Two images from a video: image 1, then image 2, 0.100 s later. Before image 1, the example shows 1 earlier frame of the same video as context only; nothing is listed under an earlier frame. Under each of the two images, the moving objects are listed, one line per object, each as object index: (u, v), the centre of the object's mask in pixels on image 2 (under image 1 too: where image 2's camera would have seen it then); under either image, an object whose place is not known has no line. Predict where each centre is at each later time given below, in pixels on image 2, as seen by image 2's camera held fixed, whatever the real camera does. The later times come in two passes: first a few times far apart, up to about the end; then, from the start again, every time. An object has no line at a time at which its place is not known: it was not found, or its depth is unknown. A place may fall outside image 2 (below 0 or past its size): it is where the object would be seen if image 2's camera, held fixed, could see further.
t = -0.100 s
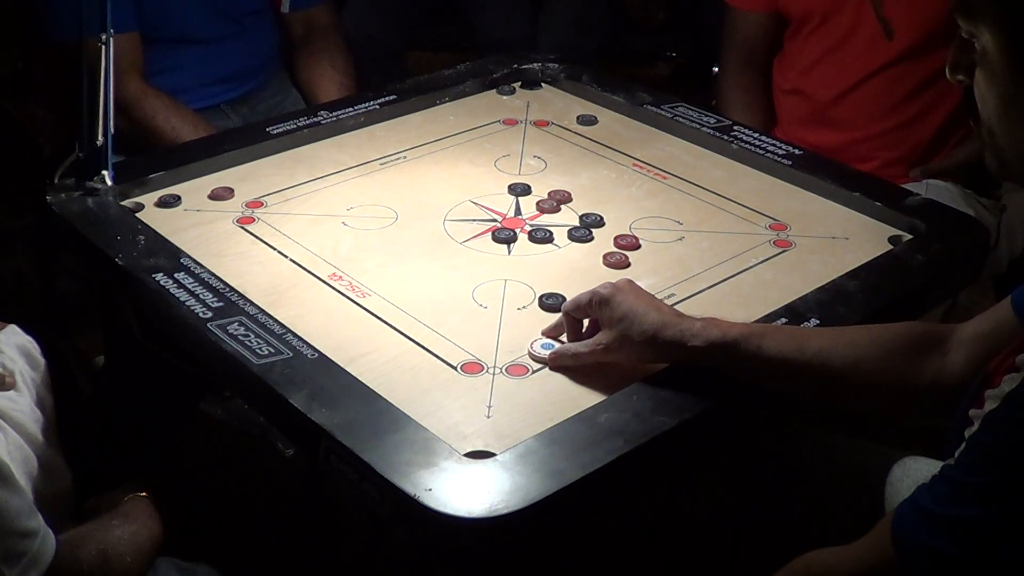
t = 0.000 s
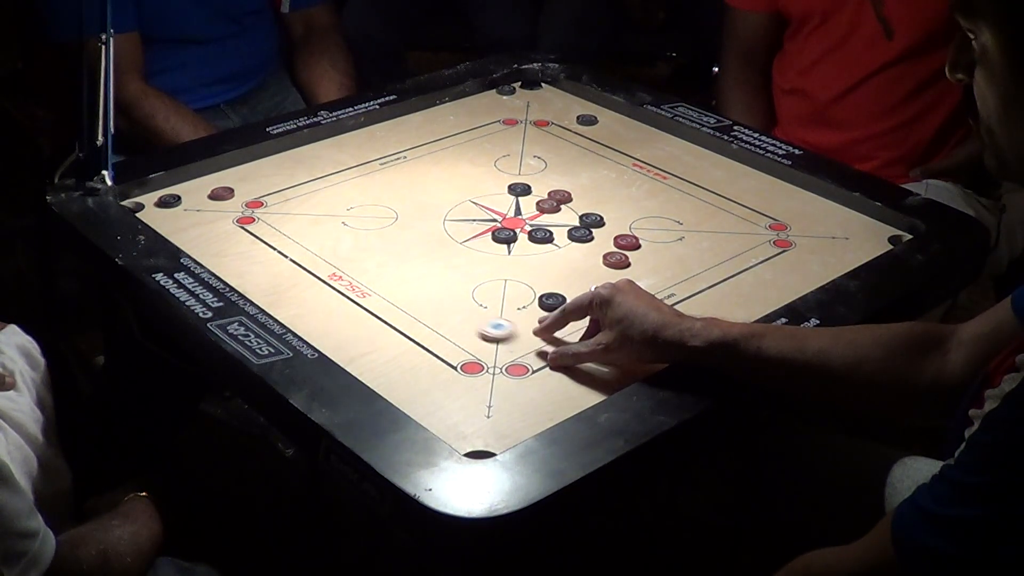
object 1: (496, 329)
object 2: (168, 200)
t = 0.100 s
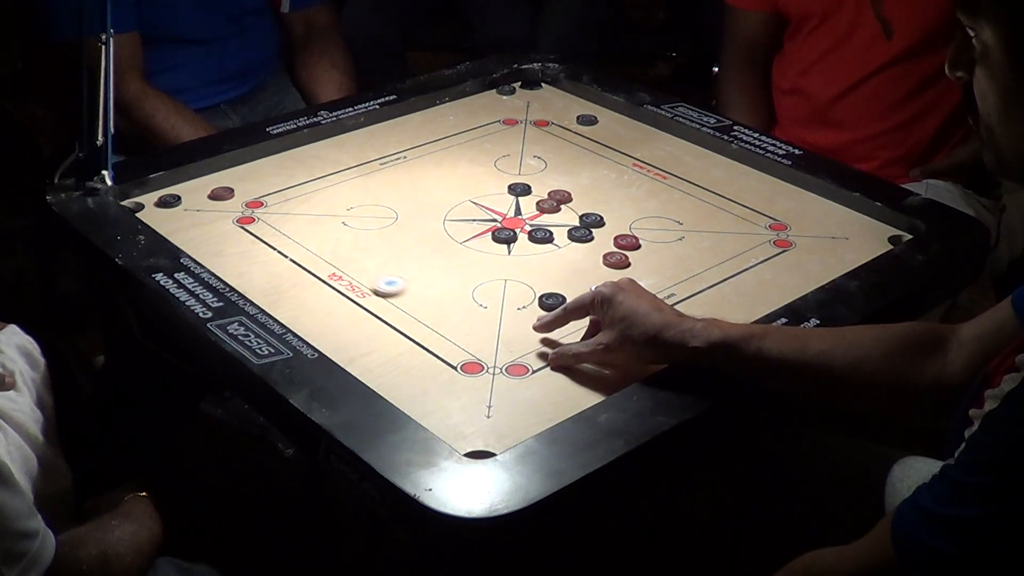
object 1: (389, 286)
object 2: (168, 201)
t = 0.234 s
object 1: (274, 239)
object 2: (169, 200)
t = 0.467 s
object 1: (174, 192)
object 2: (169, 227)
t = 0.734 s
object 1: (210, 210)
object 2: (265, 290)
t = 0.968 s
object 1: (215, 212)
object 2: (334, 319)
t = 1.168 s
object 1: (215, 212)
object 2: (360, 330)
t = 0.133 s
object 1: (358, 273)
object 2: (168, 200)
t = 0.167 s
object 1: (328, 261)
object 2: (169, 200)
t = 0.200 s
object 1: (300, 249)
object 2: (169, 200)
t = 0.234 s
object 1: (274, 239)
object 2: (169, 200)
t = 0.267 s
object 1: (248, 230)
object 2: (169, 200)
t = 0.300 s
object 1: (227, 220)
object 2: (169, 200)
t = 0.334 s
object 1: (205, 211)
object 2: (169, 200)
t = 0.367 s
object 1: (189, 203)
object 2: (159, 198)
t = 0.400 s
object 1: (184, 198)
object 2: (154, 203)
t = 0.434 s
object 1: (176, 194)
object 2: (161, 215)
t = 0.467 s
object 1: (174, 192)
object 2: (169, 227)
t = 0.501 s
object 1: (180, 195)
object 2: (178, 237)
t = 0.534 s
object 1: (186, 198)
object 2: (188, 248)
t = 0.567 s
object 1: (191, 201)
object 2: (200, 256)
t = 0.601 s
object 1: (195, 203)
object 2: (213, 264)
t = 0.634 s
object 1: (201, 206)
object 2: (227, 271)
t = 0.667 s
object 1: (204, 207)
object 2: (240, 278)
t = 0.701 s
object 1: (207, 209)
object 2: (253, 284)
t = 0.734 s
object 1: (210, 210)
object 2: (265, 290)
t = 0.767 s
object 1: (212, 211)
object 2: (277, 295)
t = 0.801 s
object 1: (213, 211)
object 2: (289, 300)
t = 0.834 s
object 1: (214, 212)
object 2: (299, 304)
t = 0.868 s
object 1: (214, 212)
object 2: (309, 309)
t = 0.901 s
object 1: (214, 212)
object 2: (318, 312)
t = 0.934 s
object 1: (214, 212)
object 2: (327, 316)
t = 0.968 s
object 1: (215, 212)
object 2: (334, 319)
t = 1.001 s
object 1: (214, 212)
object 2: (341, 321)
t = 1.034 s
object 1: (214, 212)
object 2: (347, 324)
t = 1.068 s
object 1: (214, 212)
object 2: (351, 326)
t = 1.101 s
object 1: (215, 212)
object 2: (355, 328)
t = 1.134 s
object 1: (215, 212)
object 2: (358, 329)
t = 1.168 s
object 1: (215, 212)
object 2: (360, 330)
